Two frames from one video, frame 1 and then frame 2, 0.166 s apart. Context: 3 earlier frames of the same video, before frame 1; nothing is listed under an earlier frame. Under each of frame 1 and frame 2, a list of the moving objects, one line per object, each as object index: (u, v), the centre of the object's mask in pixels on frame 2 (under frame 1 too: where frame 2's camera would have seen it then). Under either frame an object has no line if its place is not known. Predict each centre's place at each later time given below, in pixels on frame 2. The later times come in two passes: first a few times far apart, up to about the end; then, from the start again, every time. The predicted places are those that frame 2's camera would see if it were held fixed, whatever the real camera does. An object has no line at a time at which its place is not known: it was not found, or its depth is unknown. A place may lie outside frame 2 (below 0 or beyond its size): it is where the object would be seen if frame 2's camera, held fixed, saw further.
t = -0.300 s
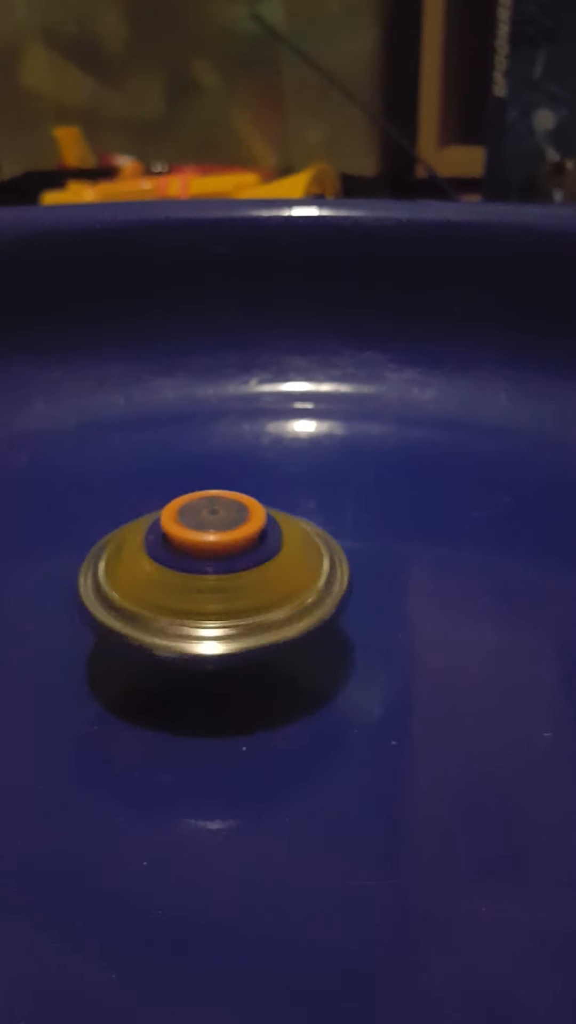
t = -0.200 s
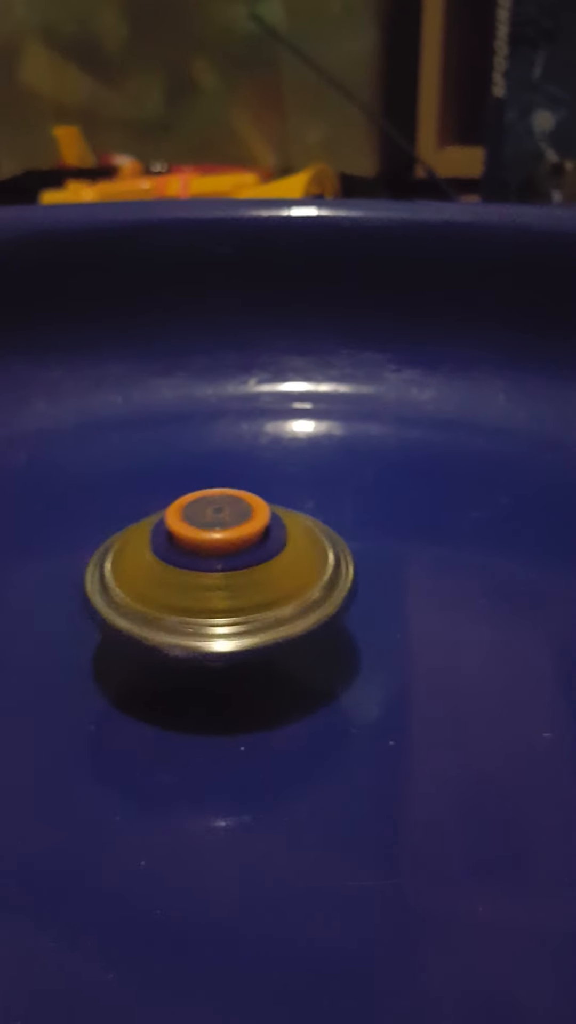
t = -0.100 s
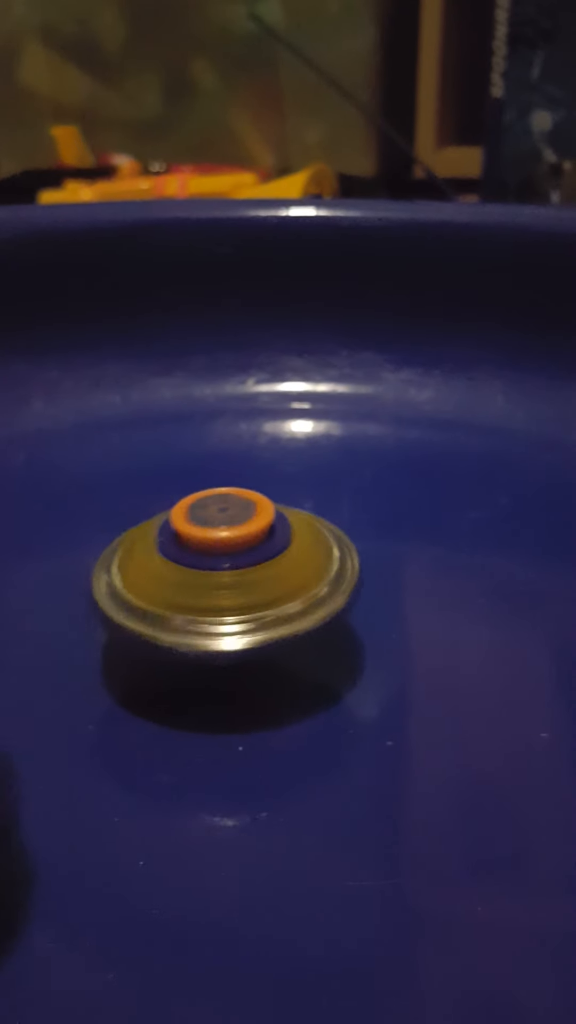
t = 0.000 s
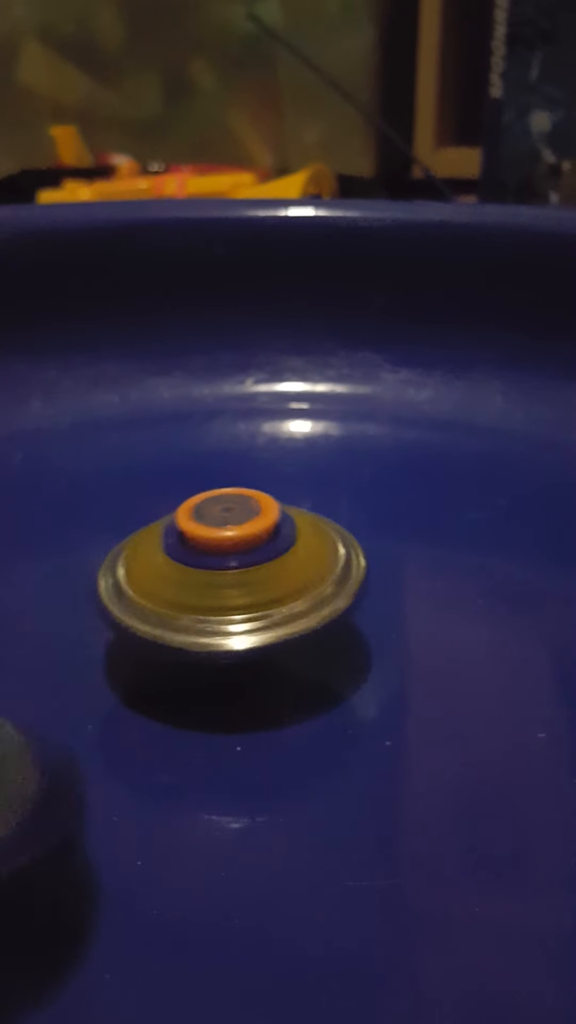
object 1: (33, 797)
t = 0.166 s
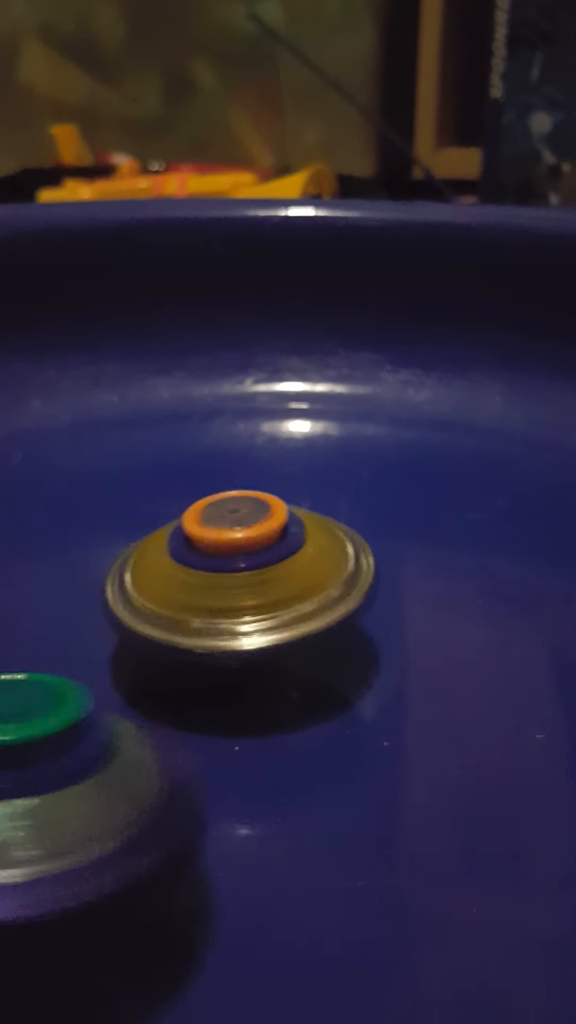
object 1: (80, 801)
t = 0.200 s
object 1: (93, 799)
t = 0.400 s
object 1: (180, 787)
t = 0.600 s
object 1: (339, 791)
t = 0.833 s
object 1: (448, 759)
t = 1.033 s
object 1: (488, 710)
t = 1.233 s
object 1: (508, 666)
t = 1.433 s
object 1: (515, 617)
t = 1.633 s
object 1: (514, 568)
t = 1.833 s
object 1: (504, 527)
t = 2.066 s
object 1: (483, 495)
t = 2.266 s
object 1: (465, 480)
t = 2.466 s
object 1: (425, 469)
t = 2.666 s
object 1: (379, 462)
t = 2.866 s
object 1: (329, 459)
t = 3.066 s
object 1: (269, 460)
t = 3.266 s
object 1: (199, 454)
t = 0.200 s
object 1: (93, 799)
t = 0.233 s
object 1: (104, 798)
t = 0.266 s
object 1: (117, 797)
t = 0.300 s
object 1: (131, 795)
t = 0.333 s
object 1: (147, 793)
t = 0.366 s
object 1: (164, 791)
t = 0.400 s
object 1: (180, 787)
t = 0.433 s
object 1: (201, 783)
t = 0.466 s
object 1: (229, 778)
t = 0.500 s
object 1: (253, 772)
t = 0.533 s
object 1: (276, 766)
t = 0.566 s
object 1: (302, 773)
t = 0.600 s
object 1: (339, 791)
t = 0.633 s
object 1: (368, 798)
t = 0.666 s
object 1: (386, 795)
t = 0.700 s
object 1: (402, 789)
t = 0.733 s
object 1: (417, 782)
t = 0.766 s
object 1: (429, 774)
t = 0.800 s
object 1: (439, 768)
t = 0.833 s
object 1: (448, 759)
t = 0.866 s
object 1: (458, 751)
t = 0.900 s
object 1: (467, 742)
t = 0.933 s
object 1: (473, 734)
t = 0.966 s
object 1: (476, 726)
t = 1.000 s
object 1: (482, 718)
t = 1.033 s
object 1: (488, 710)
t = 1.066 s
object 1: (495, 702)
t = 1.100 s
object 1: (496, 696)
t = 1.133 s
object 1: (500, 688)
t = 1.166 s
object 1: (503, 681)
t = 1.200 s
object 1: (505, 674)
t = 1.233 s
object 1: (508, 666)
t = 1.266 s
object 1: (511, 656)
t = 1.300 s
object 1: (513, 649)
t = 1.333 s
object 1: (513, 640)
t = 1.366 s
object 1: (513, 634)
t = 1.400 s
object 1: (514, 625)
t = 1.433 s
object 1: (515, 617)
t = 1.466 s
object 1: (517, 608)
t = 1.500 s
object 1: (516, 601)
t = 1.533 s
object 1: (516, 592)
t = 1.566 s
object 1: (516, 584)
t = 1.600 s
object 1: (515, 577)
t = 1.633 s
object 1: (514, 568)
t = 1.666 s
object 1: (514, 561)
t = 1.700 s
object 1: (512, 554)
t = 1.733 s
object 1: (511, 546)
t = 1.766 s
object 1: (508, 539)
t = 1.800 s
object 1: (507, 533)
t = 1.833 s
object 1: (504, 527)
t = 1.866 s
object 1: (502, 521)
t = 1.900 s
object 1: (499, 516)
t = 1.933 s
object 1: (495, 511)
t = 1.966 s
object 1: (492, 506)
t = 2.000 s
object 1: (490, 502)
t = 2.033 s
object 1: (486, 498)
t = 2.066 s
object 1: (483, 495)
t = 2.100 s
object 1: (480, 492)
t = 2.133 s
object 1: (477, 489)
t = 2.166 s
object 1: (475, 486)
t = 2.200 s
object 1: (472, 484)
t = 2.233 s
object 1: (469, 482)
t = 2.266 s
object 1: (465, 480)
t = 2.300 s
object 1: (458, 478)
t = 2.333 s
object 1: (451, 475)
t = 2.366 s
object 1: (445, 473)
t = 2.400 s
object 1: (438, 471)
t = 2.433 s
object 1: (432, 470)
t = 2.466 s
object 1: (425, 469)
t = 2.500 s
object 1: (418, 468)
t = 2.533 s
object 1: (410, 466)
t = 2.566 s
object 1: (402, 465)
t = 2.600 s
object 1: (394, 464)
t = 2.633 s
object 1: (385, 463)
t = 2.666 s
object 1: (379, 462)
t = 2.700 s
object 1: (371, 461)
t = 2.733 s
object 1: (364, 460)
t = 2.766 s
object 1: (353, 460)
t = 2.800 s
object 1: (345, 460)
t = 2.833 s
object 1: (336, 460)
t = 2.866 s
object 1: (329, 459)
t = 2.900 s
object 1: (322, 459)
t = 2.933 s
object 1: (312, 459)
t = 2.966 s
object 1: (301, 458)
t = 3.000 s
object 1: (290, 458)
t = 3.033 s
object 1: (280, 459)
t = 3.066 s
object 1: (269, 460)
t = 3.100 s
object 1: (258, 461)
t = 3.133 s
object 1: (248, 461)
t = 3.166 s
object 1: (237, 461)
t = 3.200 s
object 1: (225, 461)
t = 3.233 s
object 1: (211, 456)
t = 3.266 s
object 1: (199, 454)
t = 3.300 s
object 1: (191, 452)
